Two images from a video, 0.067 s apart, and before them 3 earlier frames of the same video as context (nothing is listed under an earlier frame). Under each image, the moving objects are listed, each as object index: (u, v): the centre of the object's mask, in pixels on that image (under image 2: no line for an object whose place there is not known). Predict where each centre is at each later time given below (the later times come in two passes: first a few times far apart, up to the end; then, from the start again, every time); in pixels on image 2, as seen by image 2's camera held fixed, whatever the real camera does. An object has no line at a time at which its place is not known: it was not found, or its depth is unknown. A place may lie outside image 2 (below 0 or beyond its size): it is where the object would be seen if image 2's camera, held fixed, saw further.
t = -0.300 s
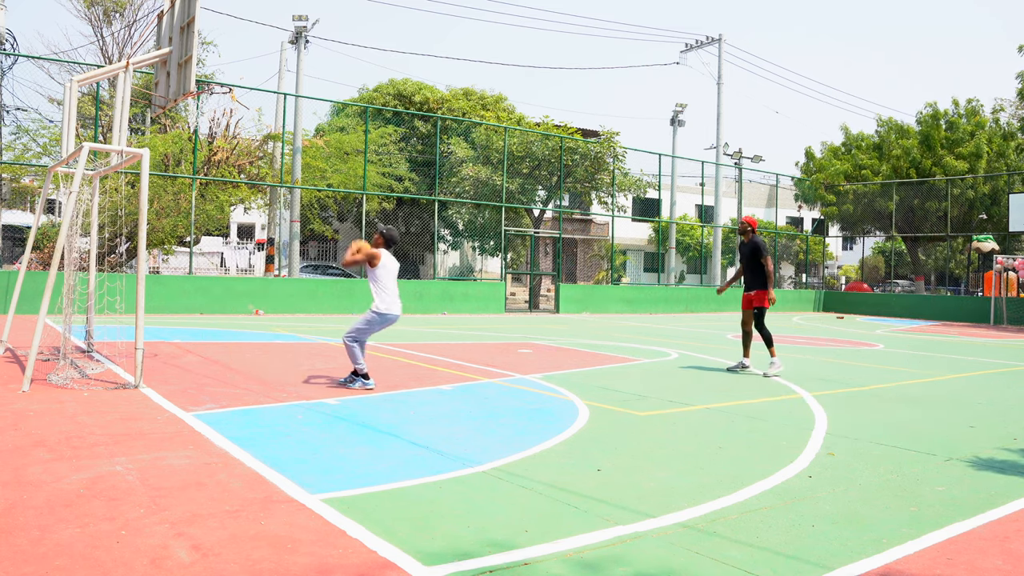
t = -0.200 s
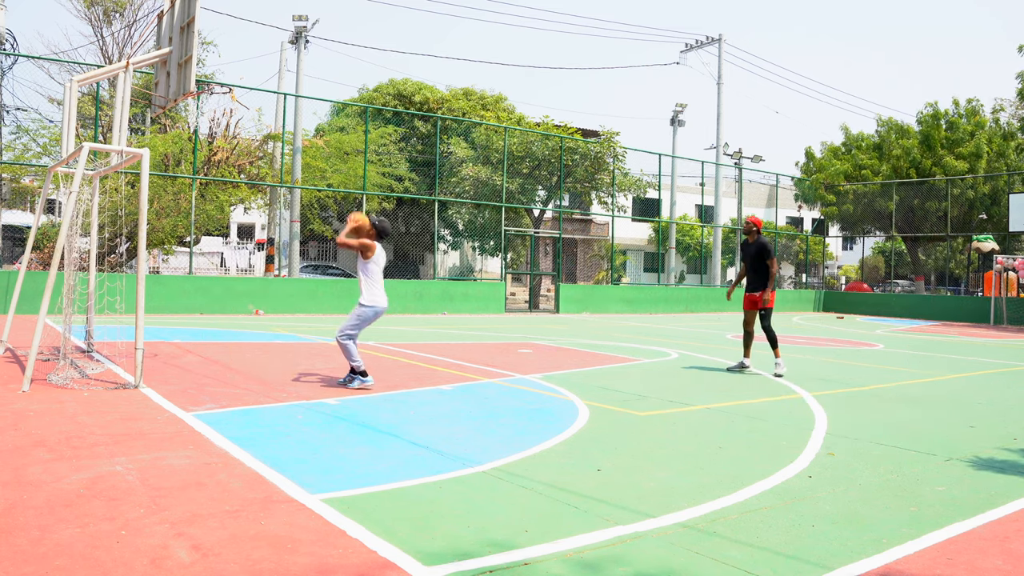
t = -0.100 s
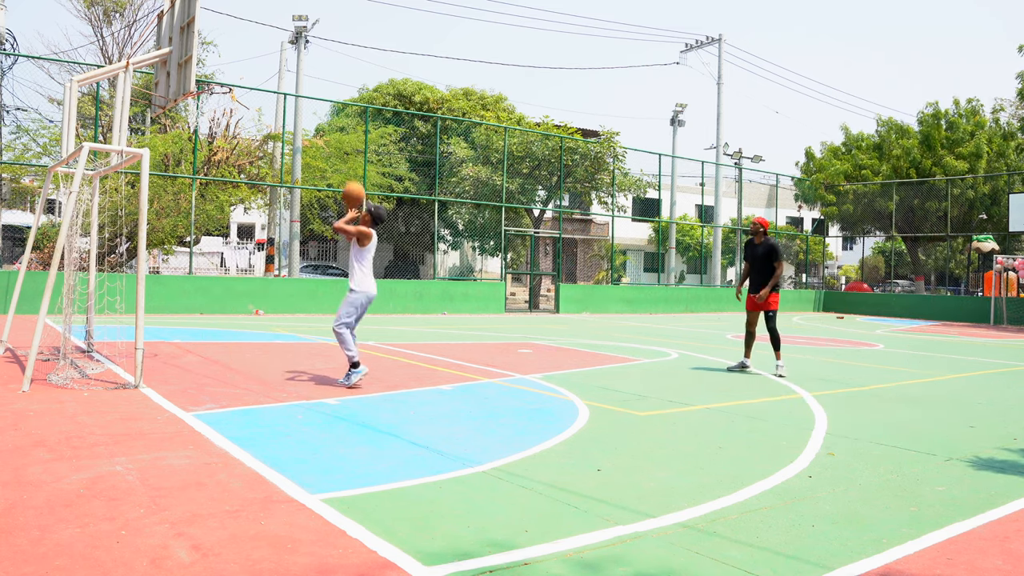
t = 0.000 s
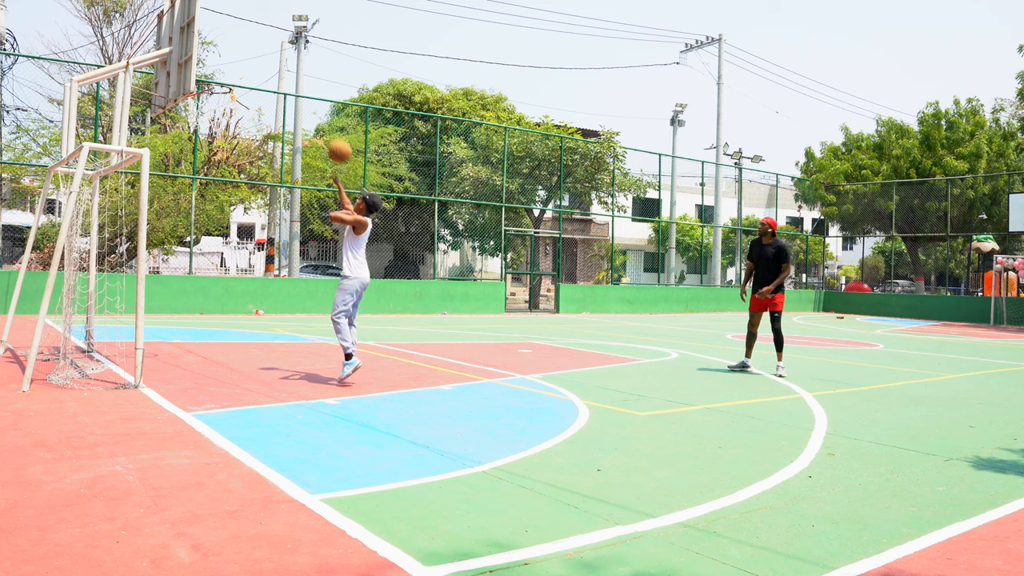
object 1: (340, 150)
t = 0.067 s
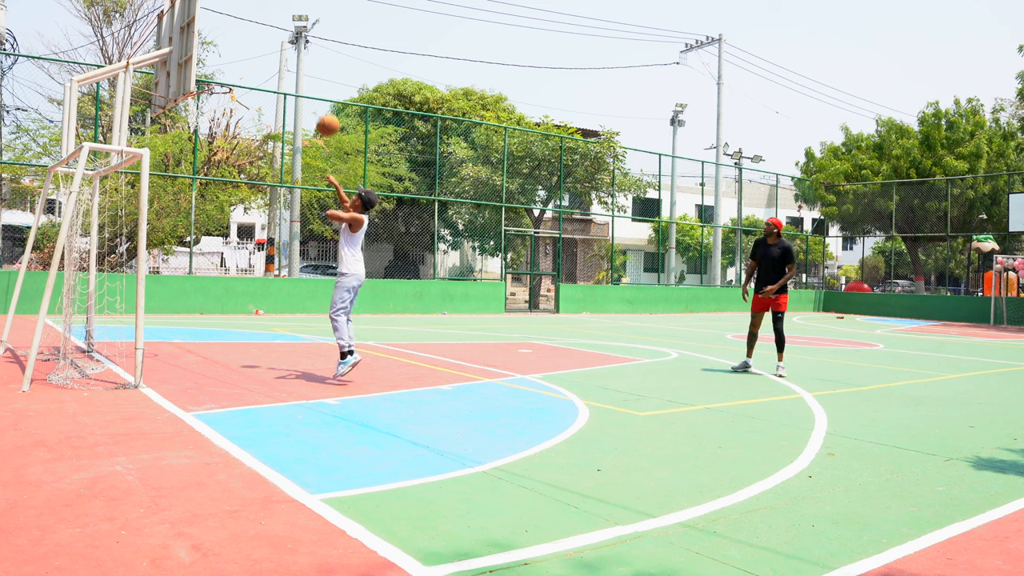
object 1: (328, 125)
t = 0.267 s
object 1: (293, 71)
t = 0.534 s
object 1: (246, 59)
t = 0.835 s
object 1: (192, 117)
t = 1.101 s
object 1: (156, 217)
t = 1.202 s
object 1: (135, 271)
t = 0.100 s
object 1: (322, 113)
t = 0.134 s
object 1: (315, 102)
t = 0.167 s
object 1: (310, 93)
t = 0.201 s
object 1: (304, 85)
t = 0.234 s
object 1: (298, 77)
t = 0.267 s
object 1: (293, 71)
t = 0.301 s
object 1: (287, 66)
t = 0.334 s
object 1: (281, 62)
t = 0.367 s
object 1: (275, 59)
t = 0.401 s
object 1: (269, 57)
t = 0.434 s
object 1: (263, 56)
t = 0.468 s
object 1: (258, 56)
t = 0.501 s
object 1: (252, 57)
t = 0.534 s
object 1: (246, 59)
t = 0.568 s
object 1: (240, 61)
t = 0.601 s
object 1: (234, 65)
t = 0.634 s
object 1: (228, 70)
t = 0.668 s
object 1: (222, 75)
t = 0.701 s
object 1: (216, 82)
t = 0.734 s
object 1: (209, 89)
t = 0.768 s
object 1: (205, 99)
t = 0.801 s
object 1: (197, 107)
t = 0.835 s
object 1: (192, 117)
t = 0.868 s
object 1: (188, 126)
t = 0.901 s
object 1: (183, 136)
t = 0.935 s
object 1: (179, 147)
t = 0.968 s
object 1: (173, 160)
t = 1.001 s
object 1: (169, 173)
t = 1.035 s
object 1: (165, 187)
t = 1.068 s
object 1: (159, 202)
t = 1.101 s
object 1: (156, 217)
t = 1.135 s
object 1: (153, 234)
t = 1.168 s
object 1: (150, 251)
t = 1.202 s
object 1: (135, 271)
